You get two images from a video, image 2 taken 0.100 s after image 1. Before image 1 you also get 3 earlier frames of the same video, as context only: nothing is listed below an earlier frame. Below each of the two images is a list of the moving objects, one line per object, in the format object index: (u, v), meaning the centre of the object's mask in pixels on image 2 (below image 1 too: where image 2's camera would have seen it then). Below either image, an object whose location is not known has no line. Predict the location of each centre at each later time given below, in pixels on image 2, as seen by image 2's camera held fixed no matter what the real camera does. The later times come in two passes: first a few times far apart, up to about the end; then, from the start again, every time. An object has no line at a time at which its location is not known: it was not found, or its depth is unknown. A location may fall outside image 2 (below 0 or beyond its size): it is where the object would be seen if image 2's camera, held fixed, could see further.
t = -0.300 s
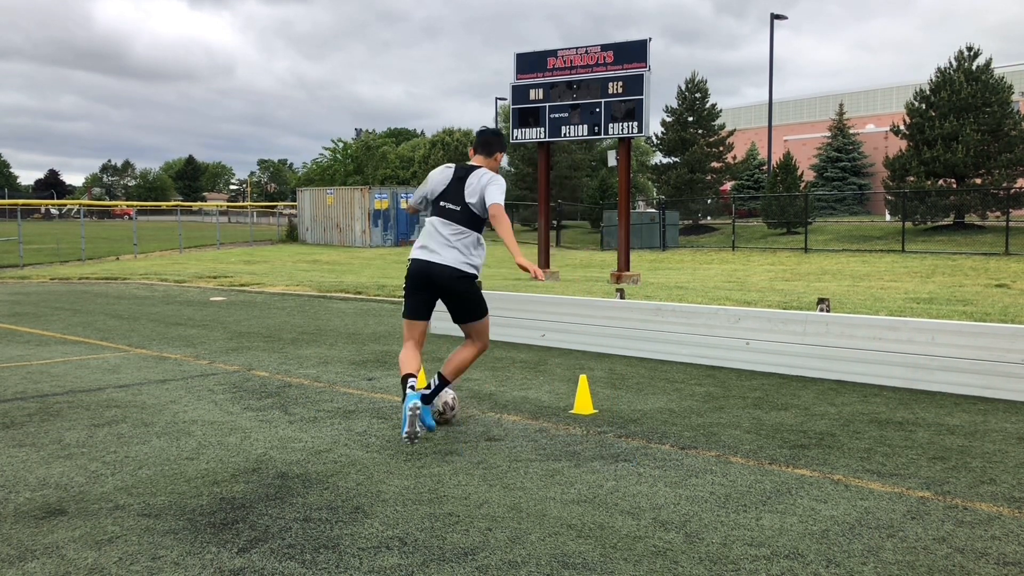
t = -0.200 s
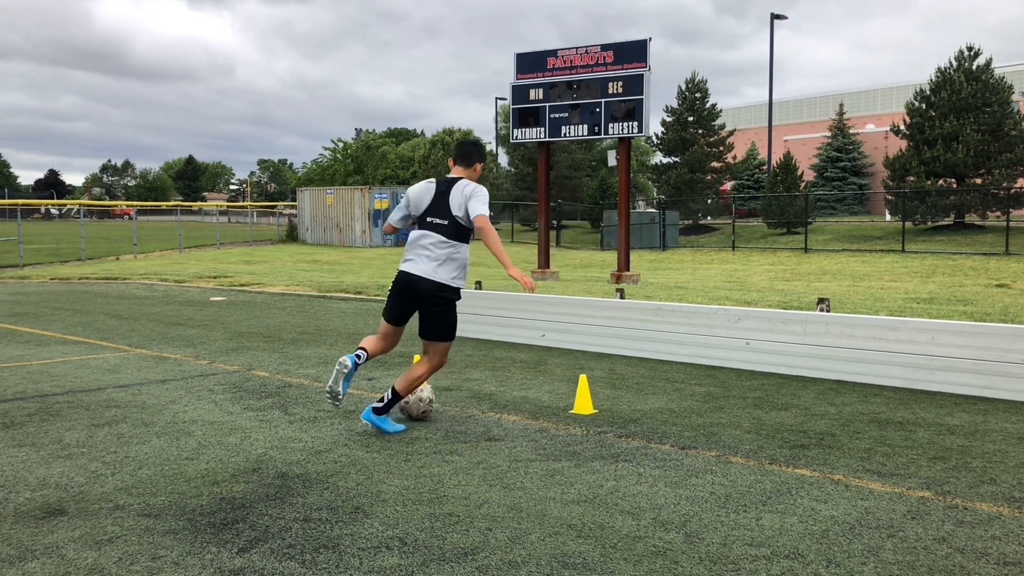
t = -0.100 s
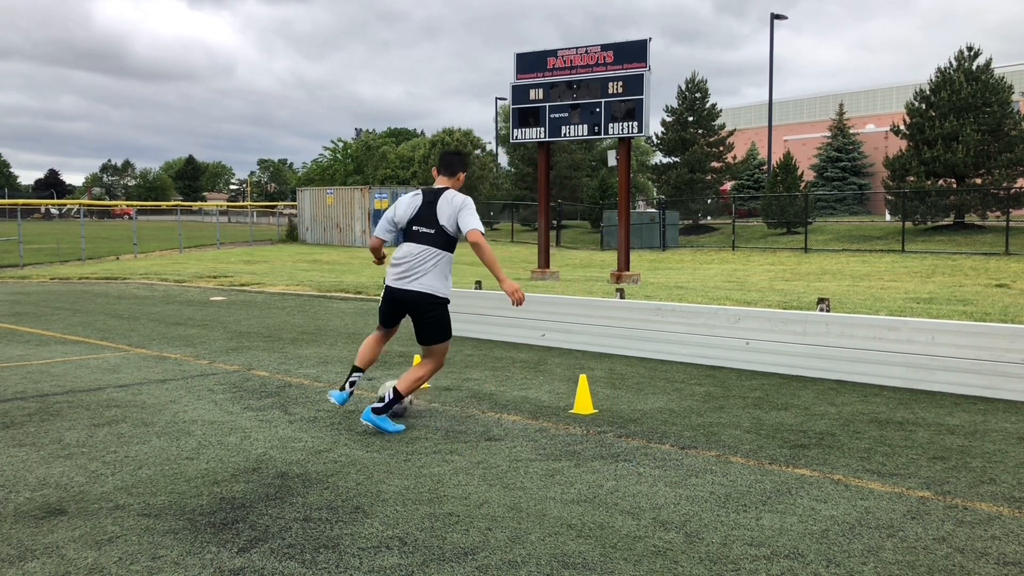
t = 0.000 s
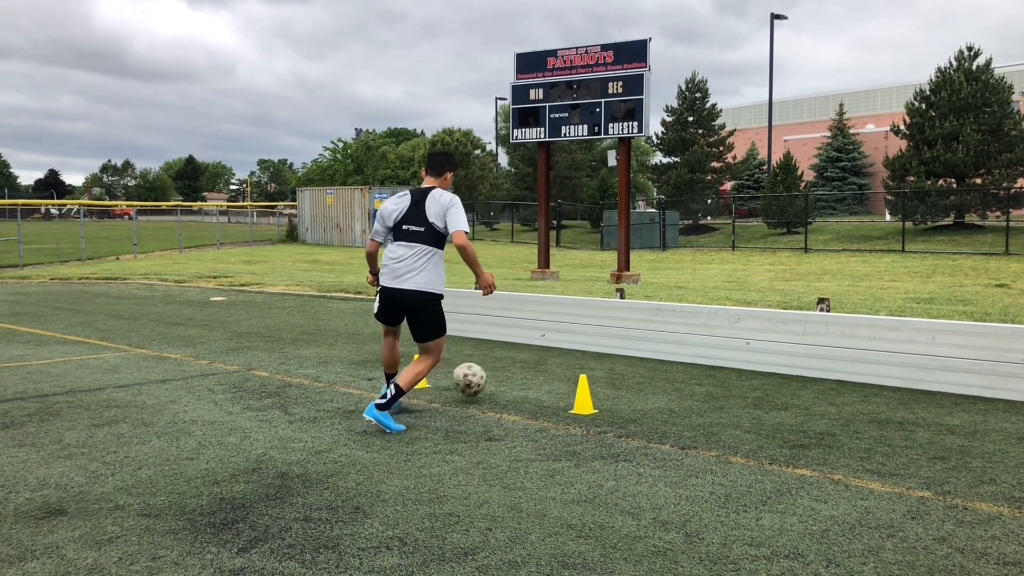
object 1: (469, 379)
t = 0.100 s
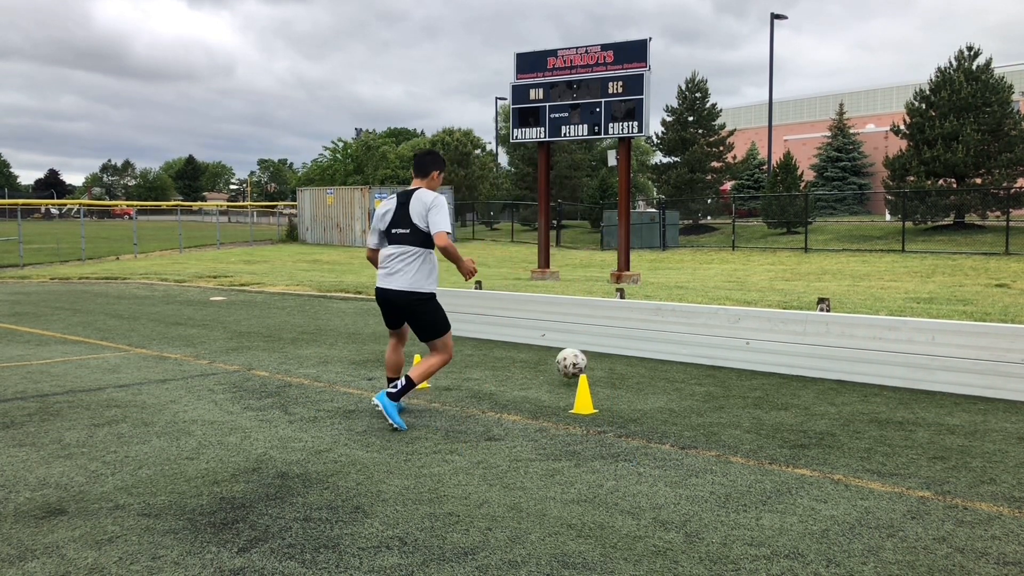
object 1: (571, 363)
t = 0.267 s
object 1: (698, 346)
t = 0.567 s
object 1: (604, 363)
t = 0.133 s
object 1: (601, 362)
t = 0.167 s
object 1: (630, 362)
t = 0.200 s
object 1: (654, 357)
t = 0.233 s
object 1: (676, 350)
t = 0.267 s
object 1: (698, 346)
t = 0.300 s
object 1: (689, 345)
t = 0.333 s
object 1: (678, 346)
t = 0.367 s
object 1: (667, 349)
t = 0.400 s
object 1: (656, 353)
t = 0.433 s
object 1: (644, 359)
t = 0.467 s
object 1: (633, 366)
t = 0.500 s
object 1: (623, 364)
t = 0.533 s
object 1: (613, 363)
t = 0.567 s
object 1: (604, 363)
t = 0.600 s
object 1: (594, 365)
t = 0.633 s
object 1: (585, 367)
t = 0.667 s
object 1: (572, 373)
